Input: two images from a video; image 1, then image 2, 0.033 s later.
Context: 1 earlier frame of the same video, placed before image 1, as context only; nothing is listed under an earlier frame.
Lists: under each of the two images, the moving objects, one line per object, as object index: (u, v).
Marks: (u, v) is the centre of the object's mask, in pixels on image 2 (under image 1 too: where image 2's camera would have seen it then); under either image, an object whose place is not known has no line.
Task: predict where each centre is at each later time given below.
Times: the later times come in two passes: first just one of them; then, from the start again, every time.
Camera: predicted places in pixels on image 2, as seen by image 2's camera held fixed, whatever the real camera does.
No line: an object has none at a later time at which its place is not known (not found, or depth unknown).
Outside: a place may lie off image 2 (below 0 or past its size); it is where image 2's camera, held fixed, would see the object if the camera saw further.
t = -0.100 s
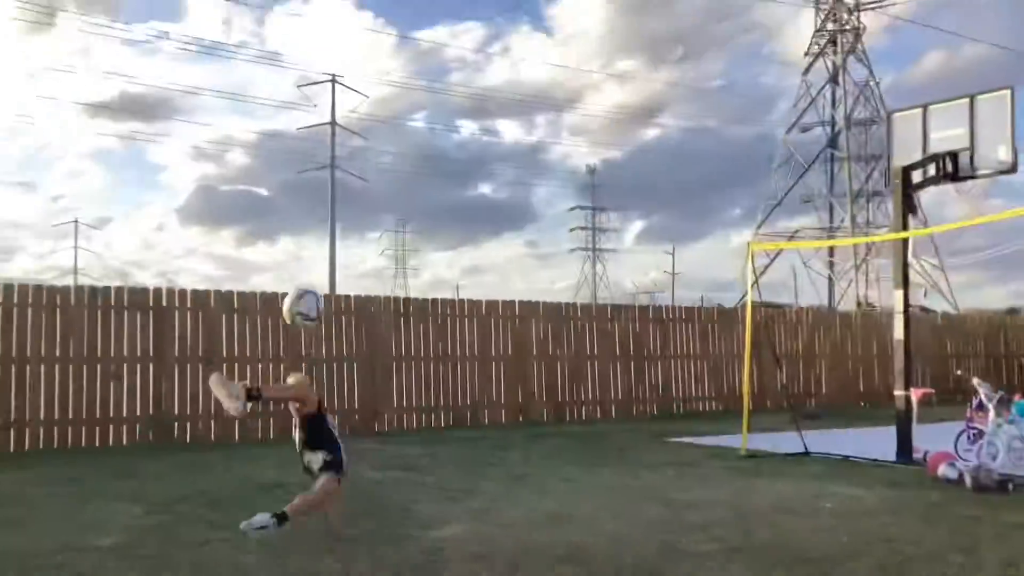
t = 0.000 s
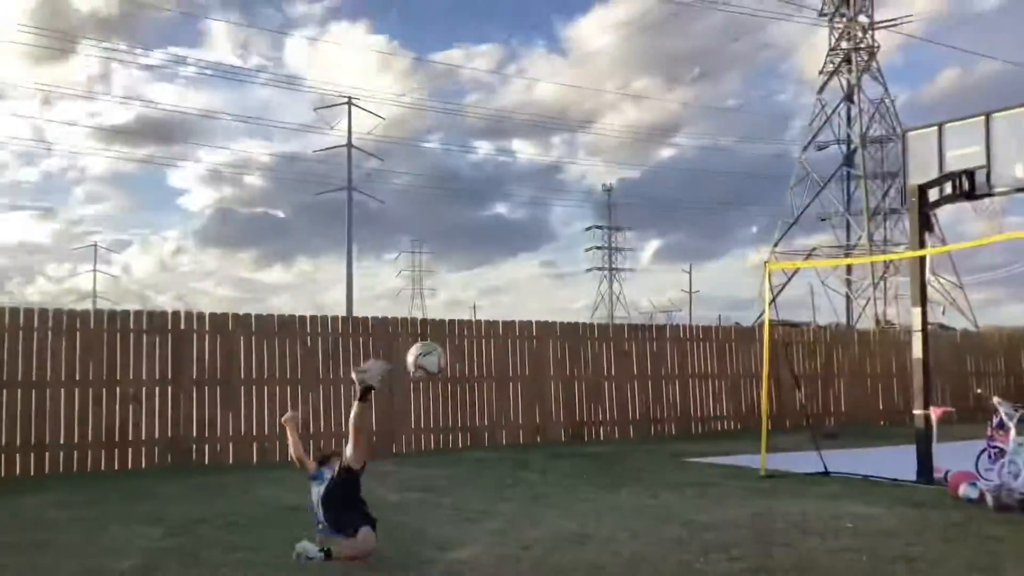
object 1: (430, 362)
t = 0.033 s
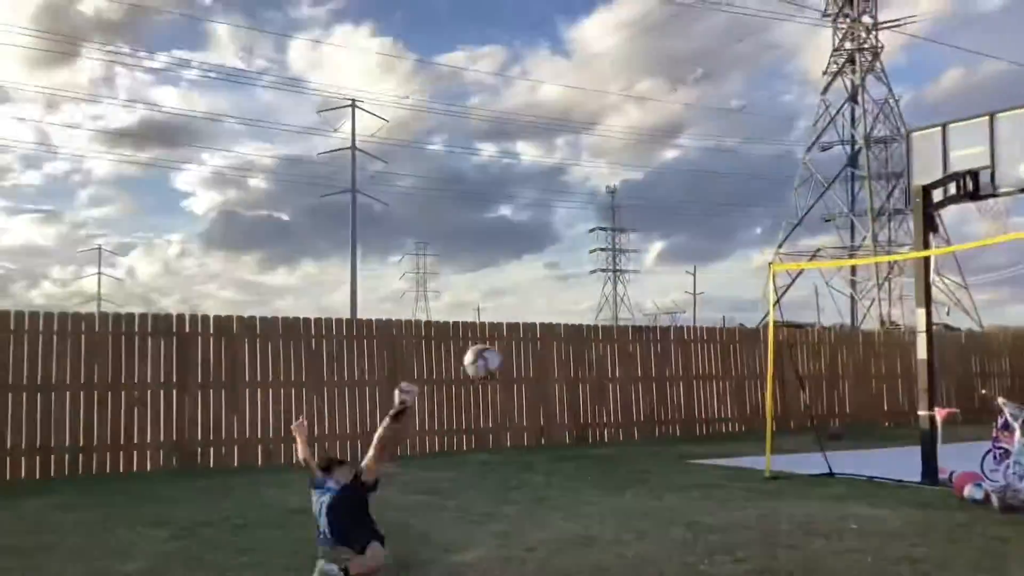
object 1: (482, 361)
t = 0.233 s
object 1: (723, 391)
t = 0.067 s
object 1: (529, 363)
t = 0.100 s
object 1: (574, 366)
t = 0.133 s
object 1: (615, 370)
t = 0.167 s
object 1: (653, 375)
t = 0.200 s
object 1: (689, 382)
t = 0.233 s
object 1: (723, 391)
